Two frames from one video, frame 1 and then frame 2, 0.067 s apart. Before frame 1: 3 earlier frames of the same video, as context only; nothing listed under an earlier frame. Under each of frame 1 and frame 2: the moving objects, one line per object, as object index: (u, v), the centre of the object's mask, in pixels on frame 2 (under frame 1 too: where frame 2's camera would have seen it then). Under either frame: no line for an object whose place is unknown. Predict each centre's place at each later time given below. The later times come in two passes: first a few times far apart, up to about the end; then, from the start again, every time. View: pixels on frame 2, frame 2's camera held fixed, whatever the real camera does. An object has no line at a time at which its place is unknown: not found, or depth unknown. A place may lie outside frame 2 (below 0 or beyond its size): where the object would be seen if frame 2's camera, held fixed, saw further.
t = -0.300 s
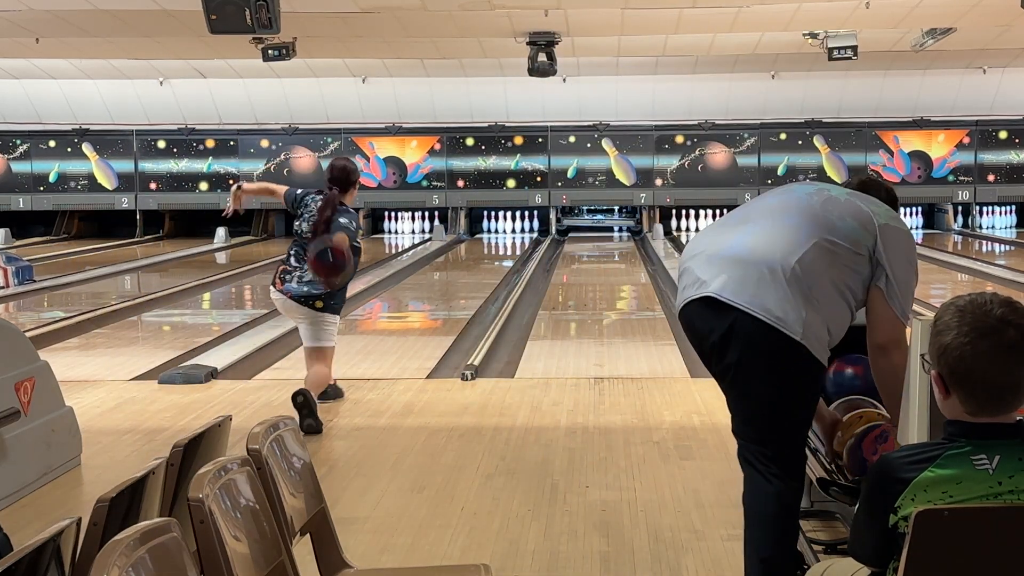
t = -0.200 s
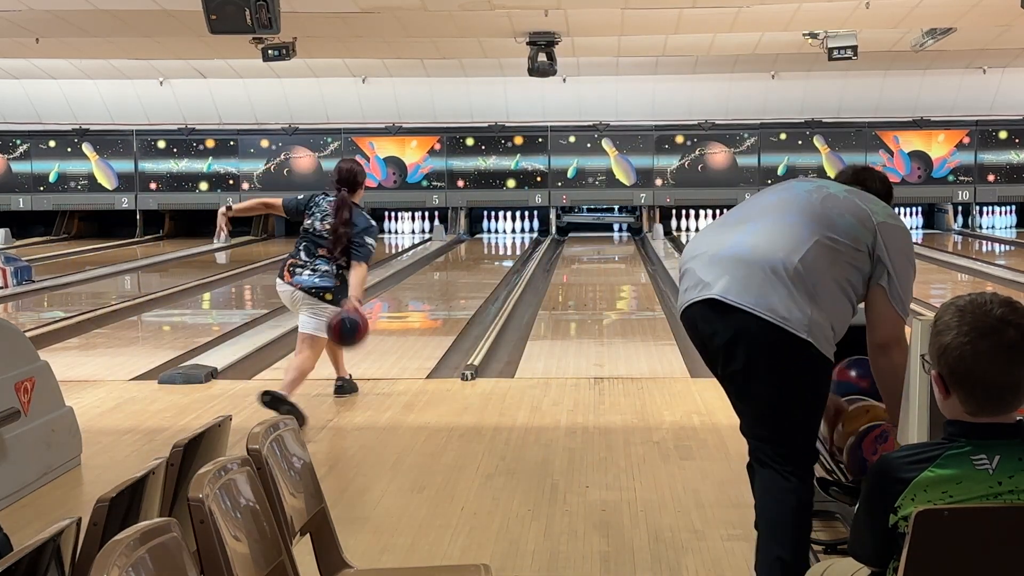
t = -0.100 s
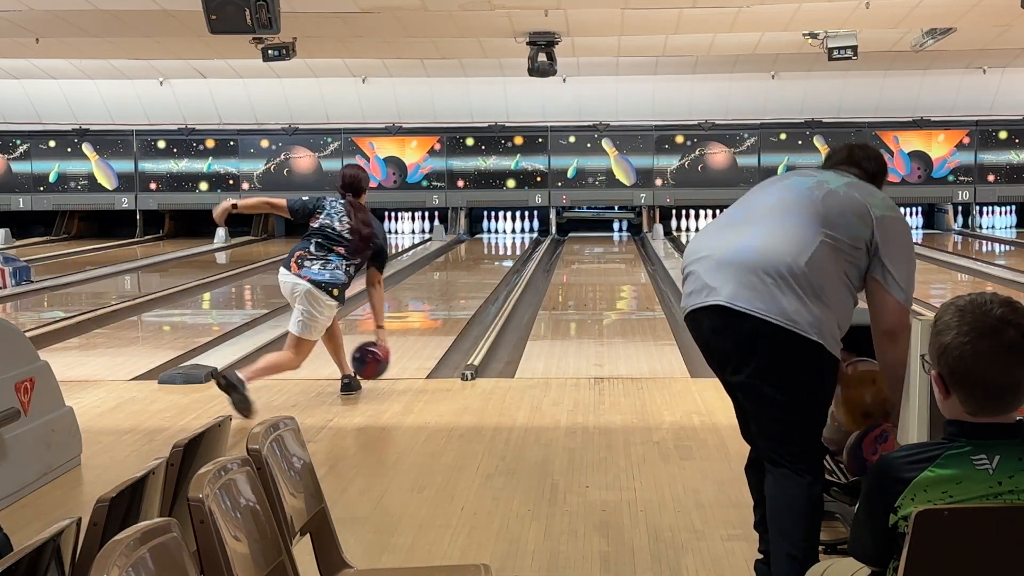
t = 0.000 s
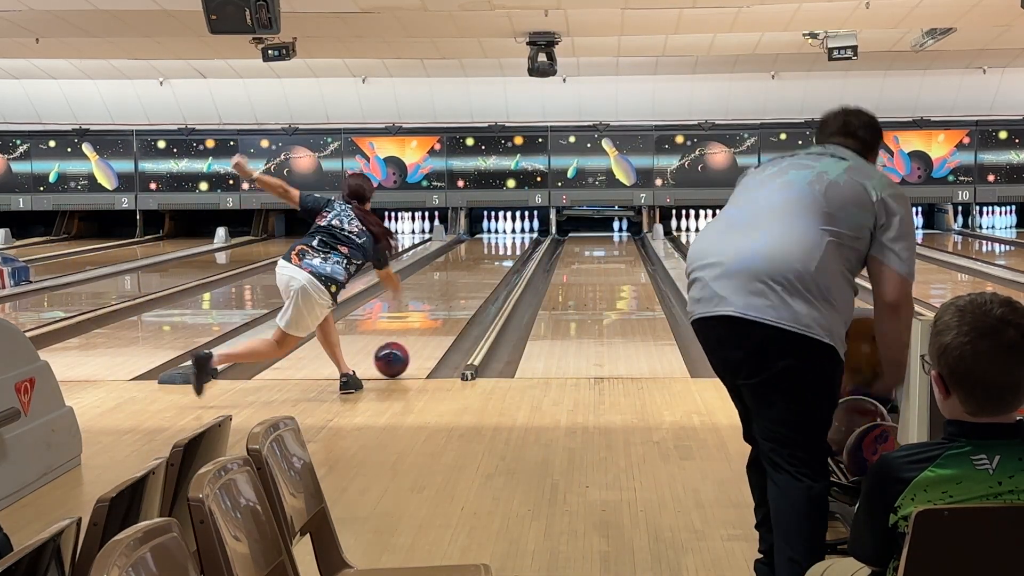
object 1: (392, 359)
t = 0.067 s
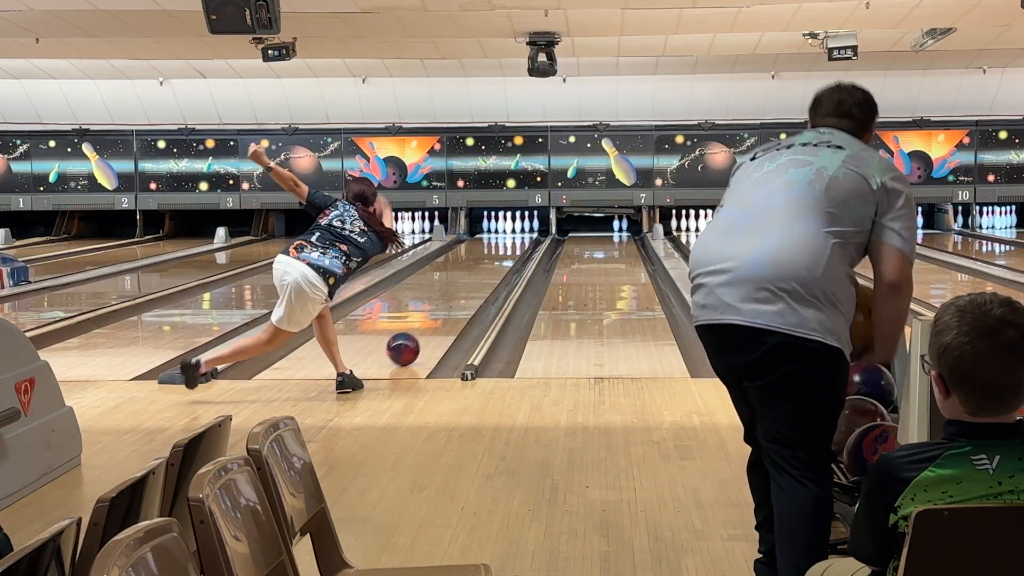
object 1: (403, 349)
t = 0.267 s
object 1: (431, 321)
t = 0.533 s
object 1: (457, 295)
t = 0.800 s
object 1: (475, 277)
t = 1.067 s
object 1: (488, 263)
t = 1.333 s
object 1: (499, 251)
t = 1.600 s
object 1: (504, 243)
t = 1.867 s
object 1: (509, 236)
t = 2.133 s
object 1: (512, 231)
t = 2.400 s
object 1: (516, 227)
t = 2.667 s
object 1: (525, 226)
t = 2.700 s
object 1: (525, 227)
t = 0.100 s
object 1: (408, 343)
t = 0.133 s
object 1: (413, 339)
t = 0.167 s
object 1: (418, 334)
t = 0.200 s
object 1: (422, 329)
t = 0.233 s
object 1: (427, 325)
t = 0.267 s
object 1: (431, 321)
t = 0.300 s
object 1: (435, 317)
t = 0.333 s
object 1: (438, 313)
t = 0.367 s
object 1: (442, 309)
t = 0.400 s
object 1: (445, 306)
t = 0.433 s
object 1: (448, 303)
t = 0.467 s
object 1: (451, 300)
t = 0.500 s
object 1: (454, 297)
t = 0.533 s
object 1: (457, 295)
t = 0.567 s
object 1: (460, 292)
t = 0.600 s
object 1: (462, 290)
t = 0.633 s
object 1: (465, 287)
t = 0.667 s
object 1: (467, 285)
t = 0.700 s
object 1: (469, 283)
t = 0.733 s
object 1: (471, 281)
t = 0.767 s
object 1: (473, 279)
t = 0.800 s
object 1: (475, 277)
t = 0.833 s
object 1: (477, 275)
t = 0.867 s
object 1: (479, 273)
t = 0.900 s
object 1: (481, 272)
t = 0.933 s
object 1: (482, 270)
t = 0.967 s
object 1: (484, 268)
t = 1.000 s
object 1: (486, 266)
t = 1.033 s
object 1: (487, 264)
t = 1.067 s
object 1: (488, 263)
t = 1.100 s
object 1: (490, 261)
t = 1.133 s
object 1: (491, 260)
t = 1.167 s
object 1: (492, 258)
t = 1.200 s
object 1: (493, 257)
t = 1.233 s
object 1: (494, 255)
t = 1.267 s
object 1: (496, 254)
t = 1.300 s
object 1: (497, 253)
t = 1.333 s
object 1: (499, 251)
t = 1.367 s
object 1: (499, 250)
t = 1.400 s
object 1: (500, 249)
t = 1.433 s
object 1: (500, 249)
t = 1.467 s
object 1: (501, 247)
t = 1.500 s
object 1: (502, 247)
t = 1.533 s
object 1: (503, 245)
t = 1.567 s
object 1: (504, 244)
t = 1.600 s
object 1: (504, 243)
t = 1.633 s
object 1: (505, 243)
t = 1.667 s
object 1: (506, 242)
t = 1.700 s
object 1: (507, 241)
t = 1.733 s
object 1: (507, 240)
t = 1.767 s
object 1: (508, 239)
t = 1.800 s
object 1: (509, 238)
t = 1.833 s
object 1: (509, 237)
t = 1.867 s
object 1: (509, 236)
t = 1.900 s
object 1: (510, 236)
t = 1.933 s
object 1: (510, 235)
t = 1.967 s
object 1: (511, 234)
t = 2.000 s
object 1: (511, 234)
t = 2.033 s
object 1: (511, 233)
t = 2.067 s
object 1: (512, 233)
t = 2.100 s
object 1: (512, 232)
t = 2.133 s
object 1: (512, 231)
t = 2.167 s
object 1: (513, 231)
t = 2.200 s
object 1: (513, 230)
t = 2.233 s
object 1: (512, 229)
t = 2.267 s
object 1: (513, 229)
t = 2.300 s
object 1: (513, 228)
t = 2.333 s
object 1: (514, 228)
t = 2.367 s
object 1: (515, 227)
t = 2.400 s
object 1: (516, 227)
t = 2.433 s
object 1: (516, 226)
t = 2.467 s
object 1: (518, 226)
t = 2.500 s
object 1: (519, 226)
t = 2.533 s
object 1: (520, 226)
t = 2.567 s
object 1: (521, 226)
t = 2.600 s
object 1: (523, 226)
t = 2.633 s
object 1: (524, 226)
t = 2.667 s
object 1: (525, 226)
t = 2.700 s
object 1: (525, 227)
